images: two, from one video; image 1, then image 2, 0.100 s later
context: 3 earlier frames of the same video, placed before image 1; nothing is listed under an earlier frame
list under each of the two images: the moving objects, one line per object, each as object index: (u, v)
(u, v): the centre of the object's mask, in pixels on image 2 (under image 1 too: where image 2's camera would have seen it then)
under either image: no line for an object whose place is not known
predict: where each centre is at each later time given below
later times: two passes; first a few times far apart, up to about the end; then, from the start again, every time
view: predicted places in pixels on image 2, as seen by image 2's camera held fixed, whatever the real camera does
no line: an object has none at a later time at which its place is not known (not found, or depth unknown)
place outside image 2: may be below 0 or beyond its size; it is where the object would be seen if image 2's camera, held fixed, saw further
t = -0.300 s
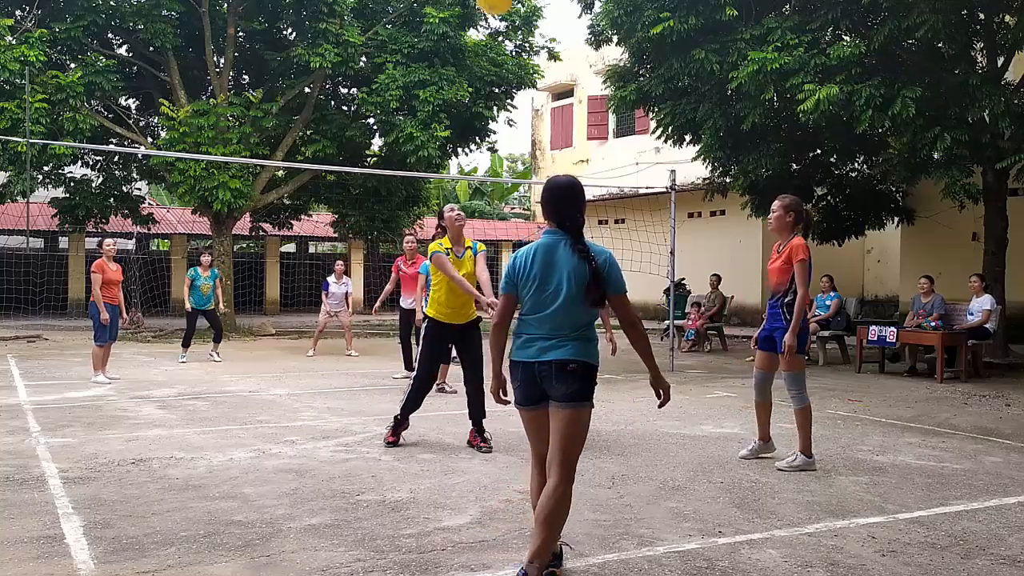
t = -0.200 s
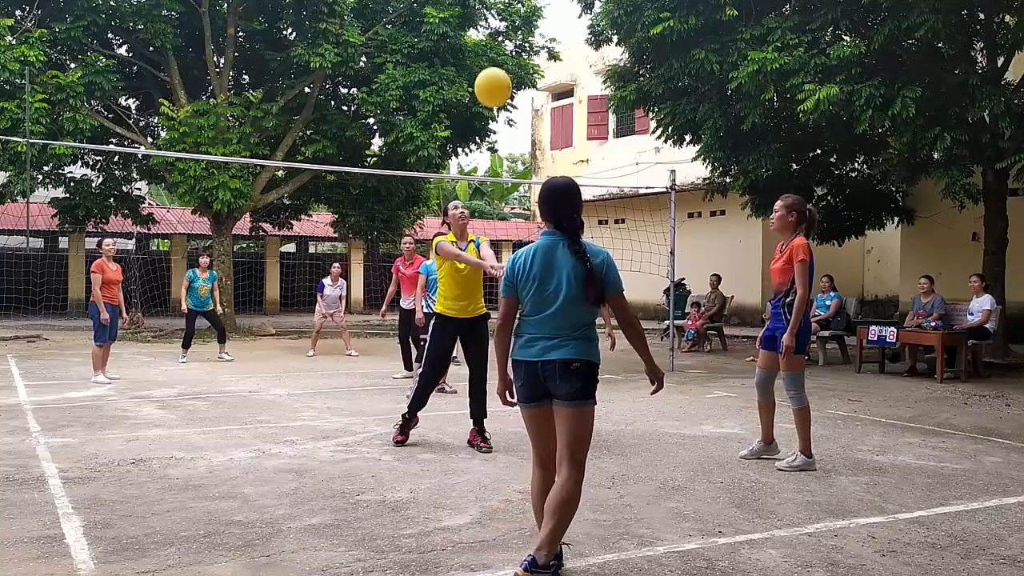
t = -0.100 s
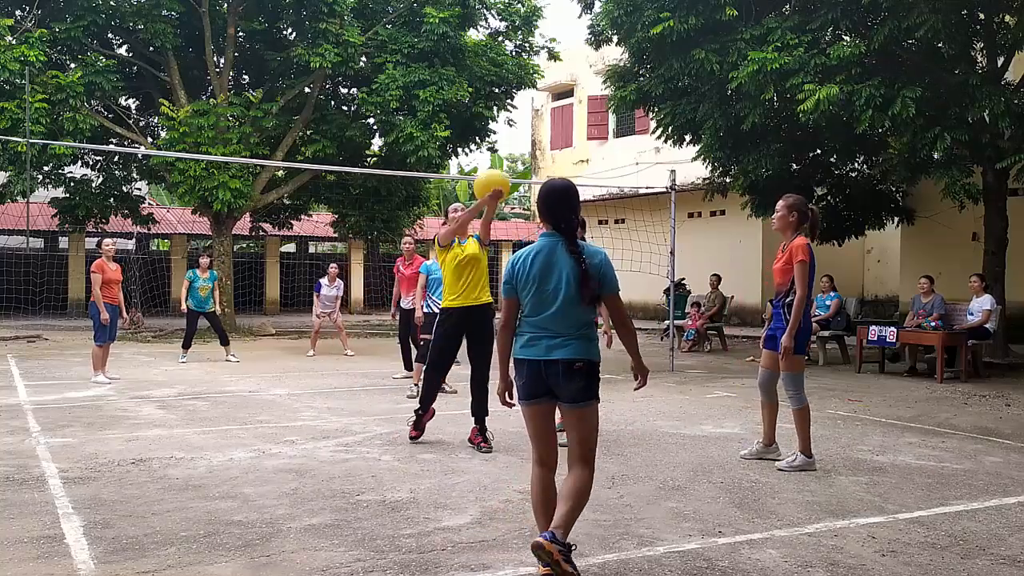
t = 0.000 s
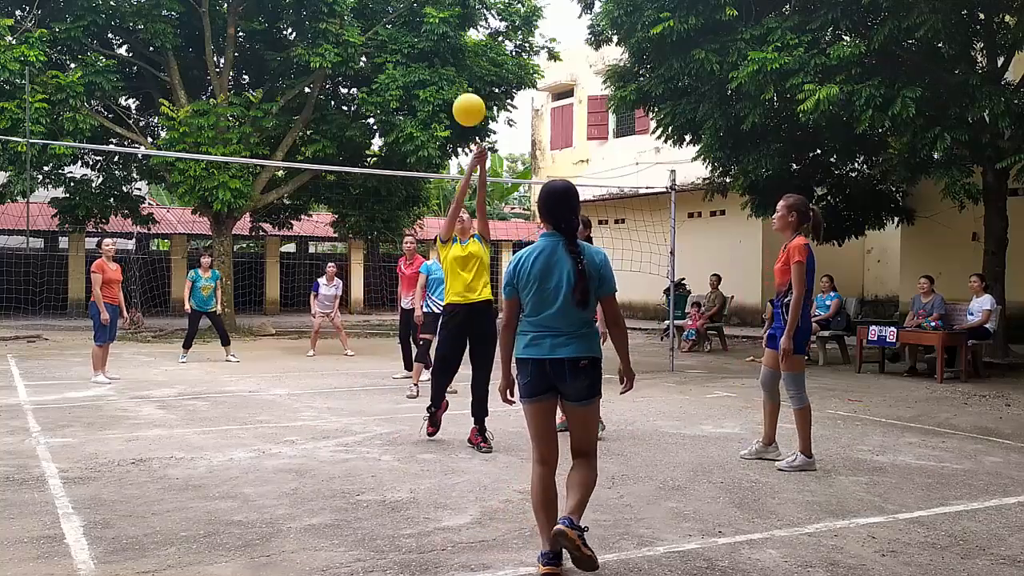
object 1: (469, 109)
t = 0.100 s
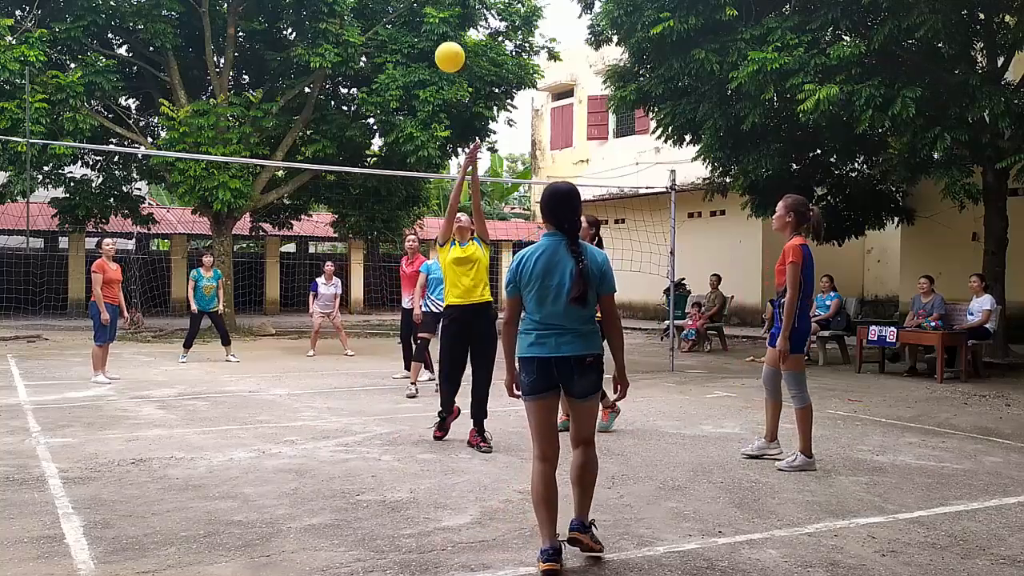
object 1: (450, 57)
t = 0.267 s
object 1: (425, 12)
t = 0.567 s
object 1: (392, 20)
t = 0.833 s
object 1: (370, 90)
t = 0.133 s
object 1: (444, 44)
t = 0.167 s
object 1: (439, 33)
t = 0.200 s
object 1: (434, 24)
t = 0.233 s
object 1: (429, 16)
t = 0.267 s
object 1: (425, 12)
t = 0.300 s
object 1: (421, 9)
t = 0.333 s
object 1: (416, 8)
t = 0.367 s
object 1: (412, 7)
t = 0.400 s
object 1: (409, 7)
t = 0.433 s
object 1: (405, 8)
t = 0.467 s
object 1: (402, 9)
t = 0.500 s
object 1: (398, 11)
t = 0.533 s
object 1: (395, 15)
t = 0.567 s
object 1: (392, 20)
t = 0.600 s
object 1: (388, 27)
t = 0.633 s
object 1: (386, 34)
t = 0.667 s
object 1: (383, 42)
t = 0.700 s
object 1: (380, 50)
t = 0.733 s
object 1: (377, 59)
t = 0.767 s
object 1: (375, 69)
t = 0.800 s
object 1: (372, 79)
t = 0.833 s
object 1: (370, 90)
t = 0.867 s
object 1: (368, 102)
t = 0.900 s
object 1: (366, 114)
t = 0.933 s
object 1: (363, 126)
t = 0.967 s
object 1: (362, 139)
